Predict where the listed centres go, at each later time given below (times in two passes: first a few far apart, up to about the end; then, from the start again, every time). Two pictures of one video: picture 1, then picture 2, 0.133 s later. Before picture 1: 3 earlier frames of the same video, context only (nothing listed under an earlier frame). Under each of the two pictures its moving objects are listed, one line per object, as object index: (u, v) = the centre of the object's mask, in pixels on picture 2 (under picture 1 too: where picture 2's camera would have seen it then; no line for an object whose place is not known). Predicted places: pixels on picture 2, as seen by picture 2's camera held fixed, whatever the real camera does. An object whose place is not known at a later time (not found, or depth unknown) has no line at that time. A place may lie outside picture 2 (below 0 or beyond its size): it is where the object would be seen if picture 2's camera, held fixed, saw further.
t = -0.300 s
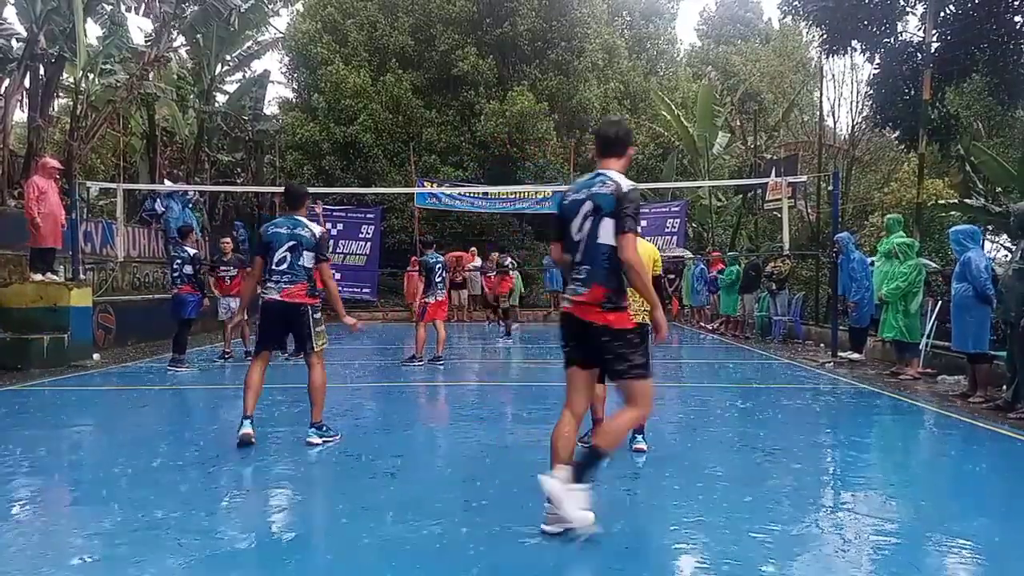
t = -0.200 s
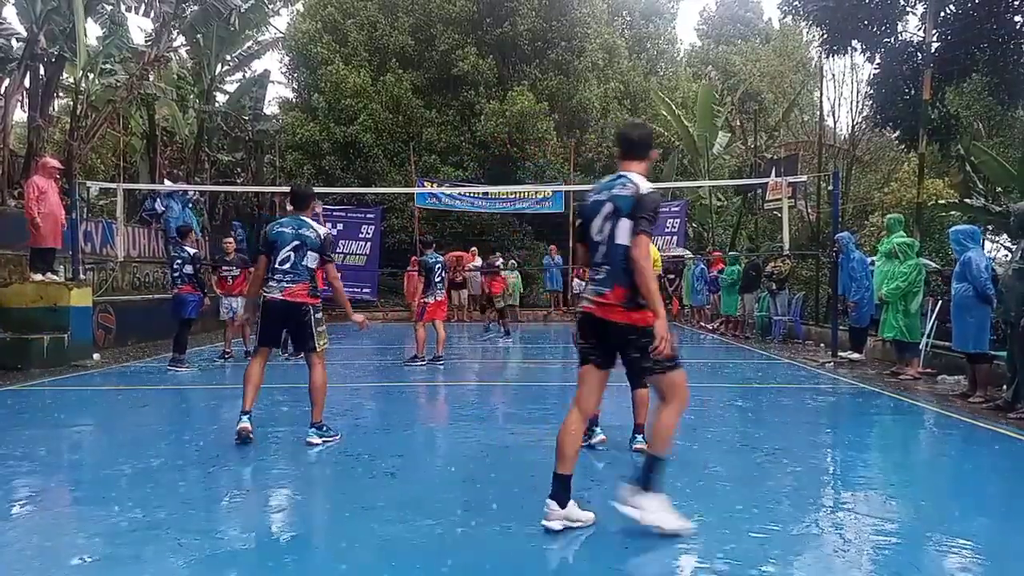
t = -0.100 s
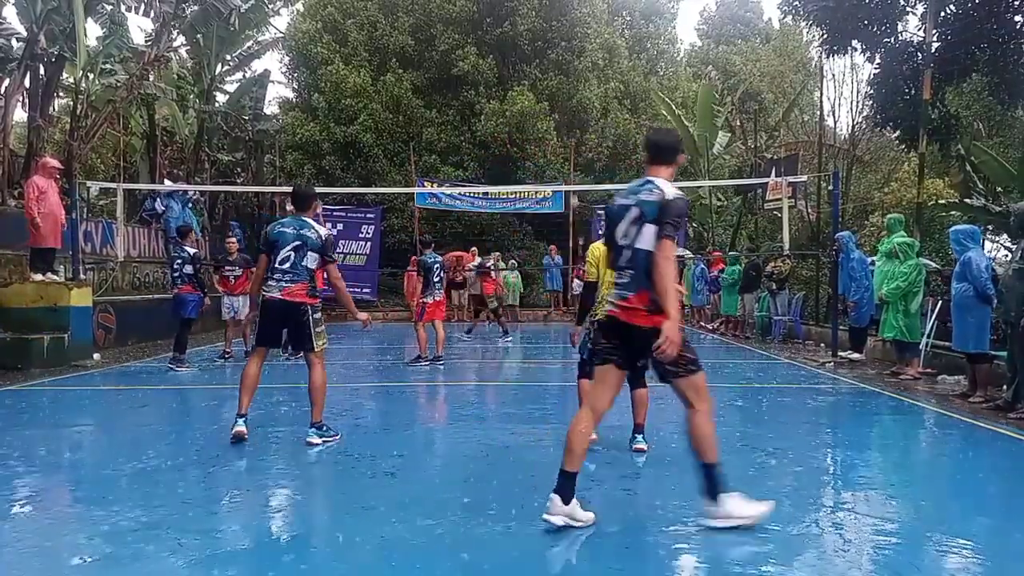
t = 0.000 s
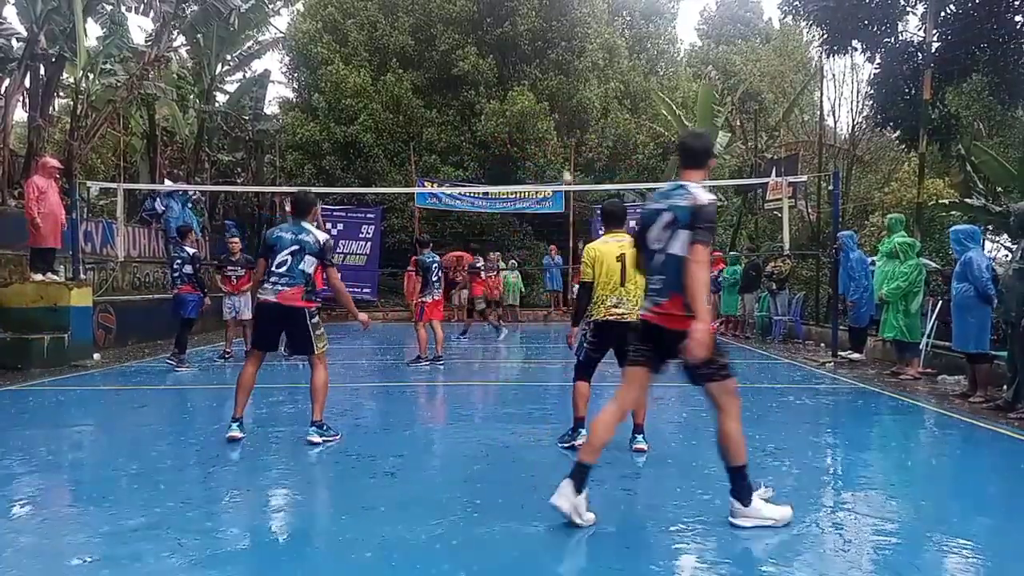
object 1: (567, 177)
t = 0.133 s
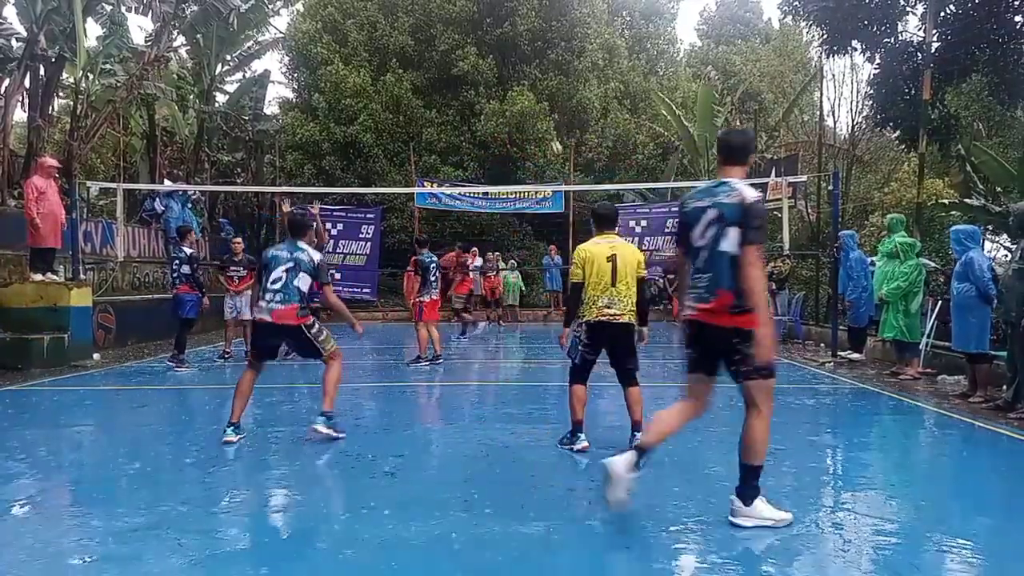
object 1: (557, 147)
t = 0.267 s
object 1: (546, 121)
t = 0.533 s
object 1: (510, 83)
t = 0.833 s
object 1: (450, 97)
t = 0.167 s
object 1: (555, 141)
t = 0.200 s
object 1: (552, 134)
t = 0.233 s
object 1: (549, 126)
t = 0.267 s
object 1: (546, 121)
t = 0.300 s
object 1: (542, 114)
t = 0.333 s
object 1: (538, 107)
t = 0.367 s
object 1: (534, 102)
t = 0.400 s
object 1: (530, 97)
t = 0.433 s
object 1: (527, 94)
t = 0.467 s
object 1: (520, 90)
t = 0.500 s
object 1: (516, 87)
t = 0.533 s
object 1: (510, 83)
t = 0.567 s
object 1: (505, 82)
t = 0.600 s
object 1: (500, 81)
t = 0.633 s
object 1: (495, 79)
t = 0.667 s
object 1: (488, 79)
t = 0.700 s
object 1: (481, 79)
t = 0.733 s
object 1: (475, 81)
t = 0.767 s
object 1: (468, 87)
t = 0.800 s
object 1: (459, 91)
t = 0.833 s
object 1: (450, 97)
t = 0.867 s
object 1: (439, 105)
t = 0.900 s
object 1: (428, 115)
